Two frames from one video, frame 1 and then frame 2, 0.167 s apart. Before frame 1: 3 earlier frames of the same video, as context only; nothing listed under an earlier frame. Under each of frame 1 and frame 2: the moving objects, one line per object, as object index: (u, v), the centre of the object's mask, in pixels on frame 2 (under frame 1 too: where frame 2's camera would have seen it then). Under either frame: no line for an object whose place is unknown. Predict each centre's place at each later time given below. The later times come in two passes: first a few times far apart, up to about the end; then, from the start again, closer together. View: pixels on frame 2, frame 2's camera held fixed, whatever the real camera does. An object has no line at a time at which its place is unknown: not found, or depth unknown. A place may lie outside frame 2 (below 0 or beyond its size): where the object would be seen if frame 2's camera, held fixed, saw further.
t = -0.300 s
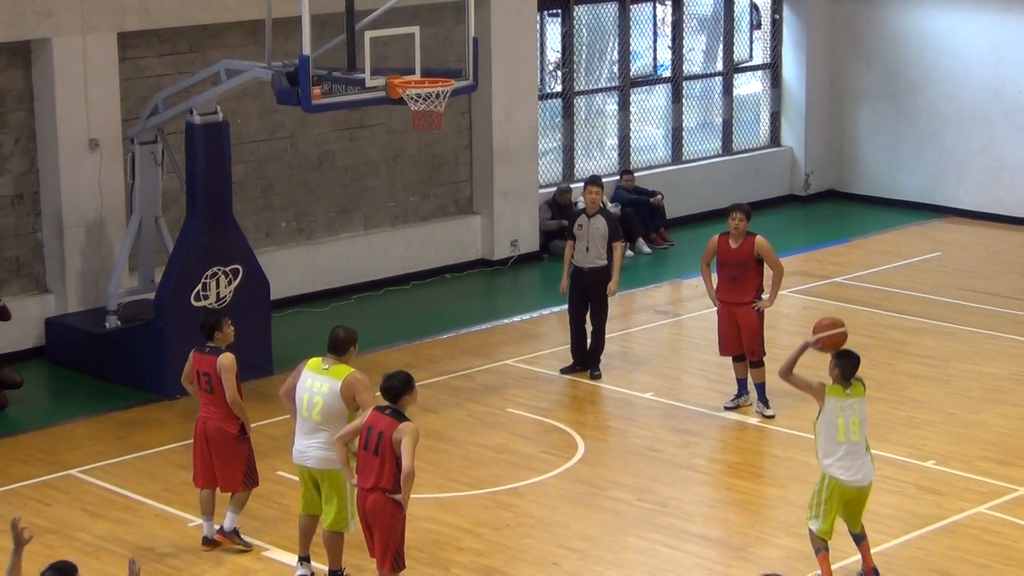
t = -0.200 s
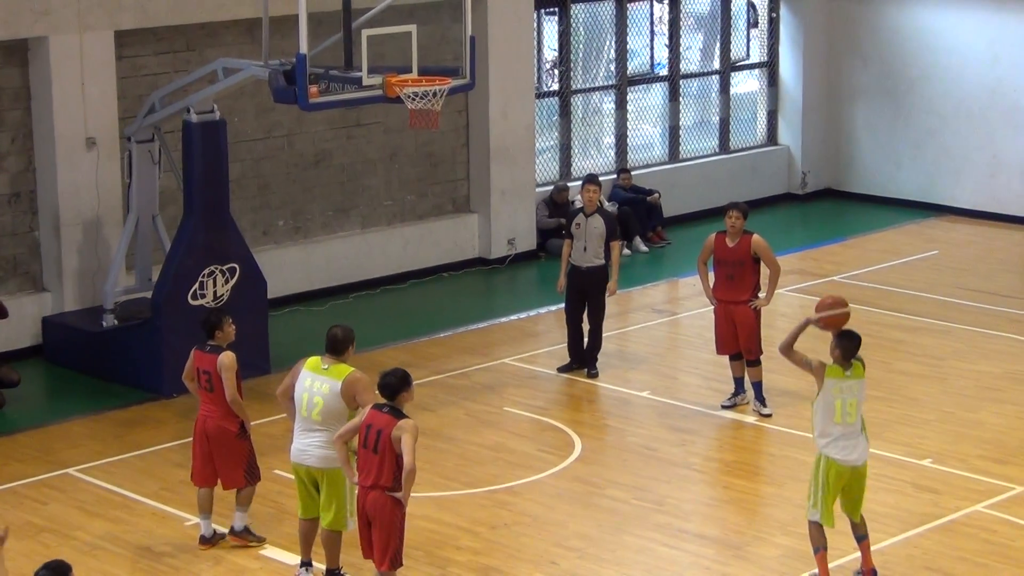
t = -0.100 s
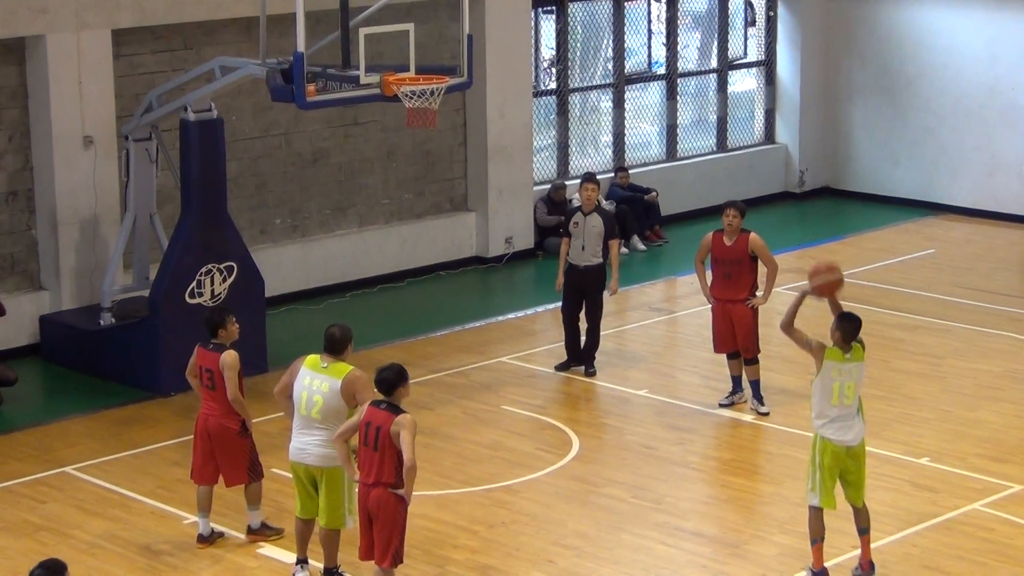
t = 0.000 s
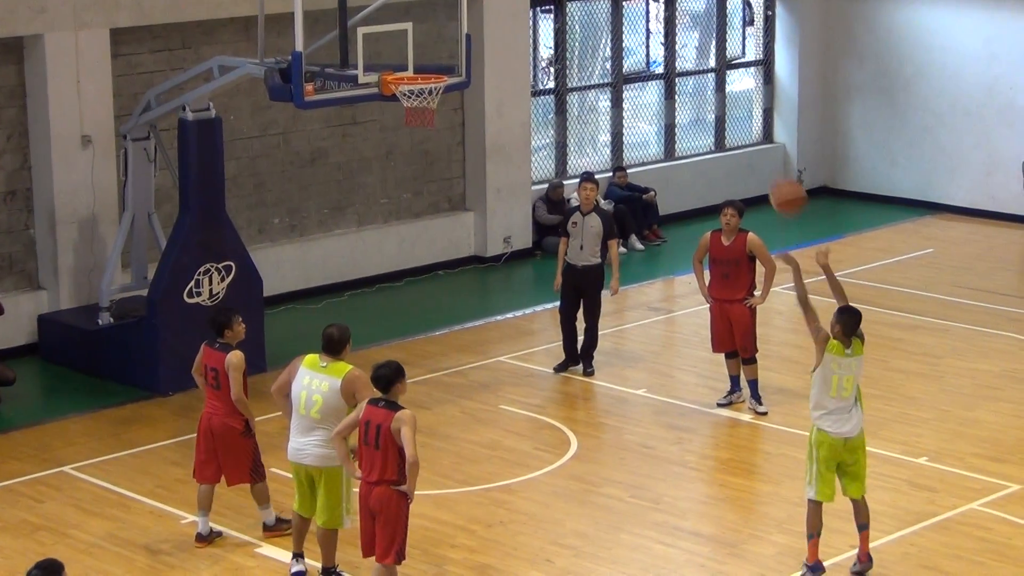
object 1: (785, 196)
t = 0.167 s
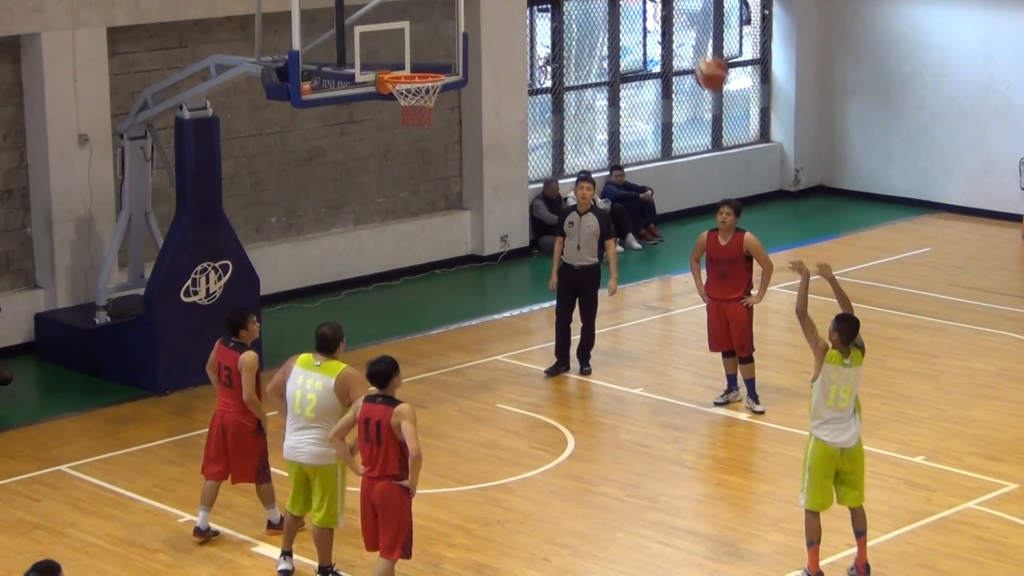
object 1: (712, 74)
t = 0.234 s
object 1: (684, 37)
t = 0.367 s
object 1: (629, 2)
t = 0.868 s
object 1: (451, 16)
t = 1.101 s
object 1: (407, 118)
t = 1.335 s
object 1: (424, 260)
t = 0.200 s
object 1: (699, 55)
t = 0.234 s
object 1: (684, 37)
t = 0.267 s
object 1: (669, 22)
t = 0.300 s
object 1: (657, 12)
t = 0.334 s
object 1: (641, 6)
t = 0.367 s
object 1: (629, 2)
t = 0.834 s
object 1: (463, 10)
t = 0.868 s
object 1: (451, 16)
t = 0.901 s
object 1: (442, 27)
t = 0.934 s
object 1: (431, 40)
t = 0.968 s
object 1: (421, 56)
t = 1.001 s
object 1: (412, 68)
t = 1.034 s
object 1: (406, 83)
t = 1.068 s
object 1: (404, 104)
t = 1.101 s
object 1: (407, 118)
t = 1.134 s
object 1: (409, 134)
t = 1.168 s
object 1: (411, 152)
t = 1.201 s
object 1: (414, 171)
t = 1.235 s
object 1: (416, 191)
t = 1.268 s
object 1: (418, 212)
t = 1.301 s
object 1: (420, 235)
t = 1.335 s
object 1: (424, 260)
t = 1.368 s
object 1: (427, 284)
